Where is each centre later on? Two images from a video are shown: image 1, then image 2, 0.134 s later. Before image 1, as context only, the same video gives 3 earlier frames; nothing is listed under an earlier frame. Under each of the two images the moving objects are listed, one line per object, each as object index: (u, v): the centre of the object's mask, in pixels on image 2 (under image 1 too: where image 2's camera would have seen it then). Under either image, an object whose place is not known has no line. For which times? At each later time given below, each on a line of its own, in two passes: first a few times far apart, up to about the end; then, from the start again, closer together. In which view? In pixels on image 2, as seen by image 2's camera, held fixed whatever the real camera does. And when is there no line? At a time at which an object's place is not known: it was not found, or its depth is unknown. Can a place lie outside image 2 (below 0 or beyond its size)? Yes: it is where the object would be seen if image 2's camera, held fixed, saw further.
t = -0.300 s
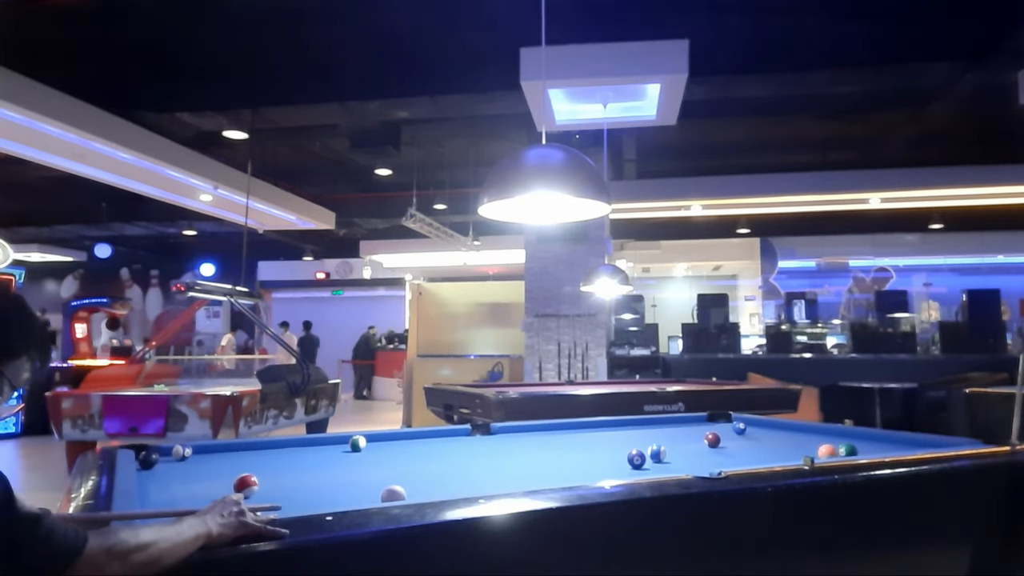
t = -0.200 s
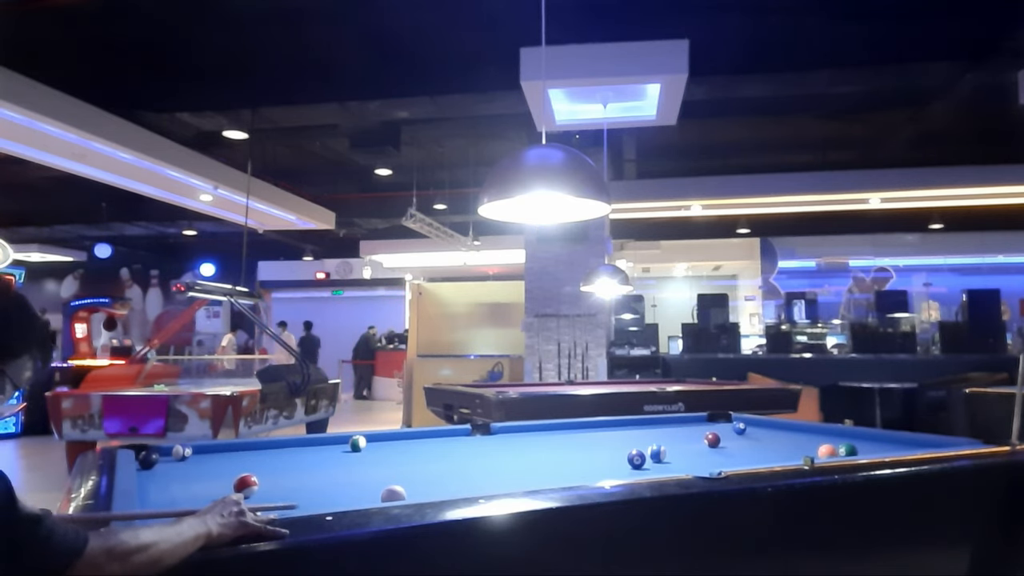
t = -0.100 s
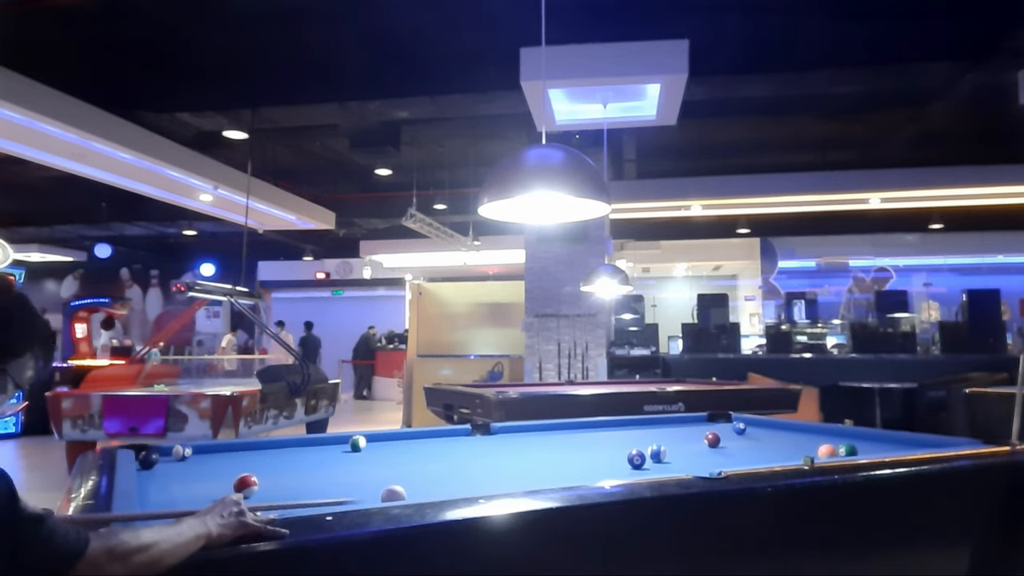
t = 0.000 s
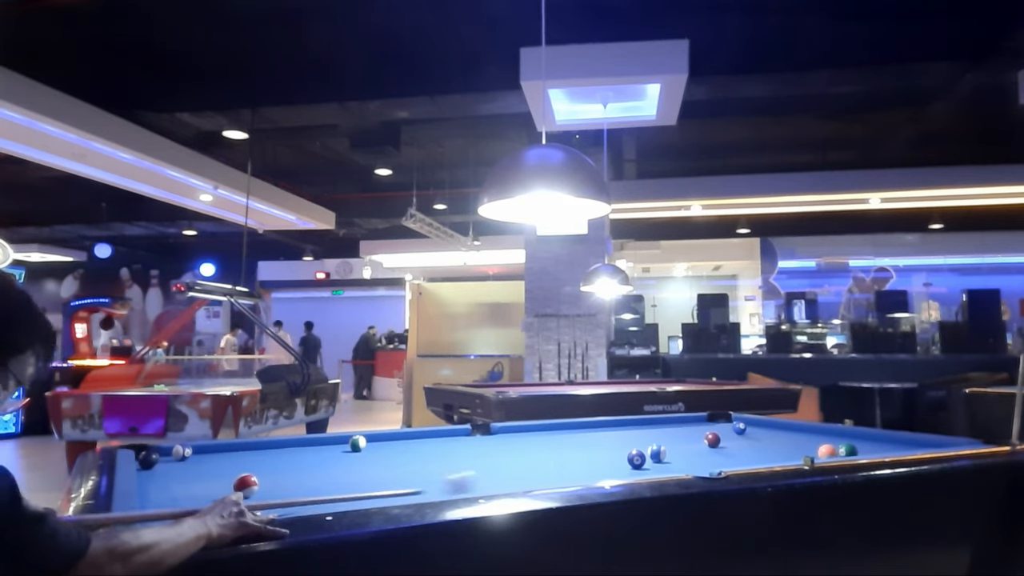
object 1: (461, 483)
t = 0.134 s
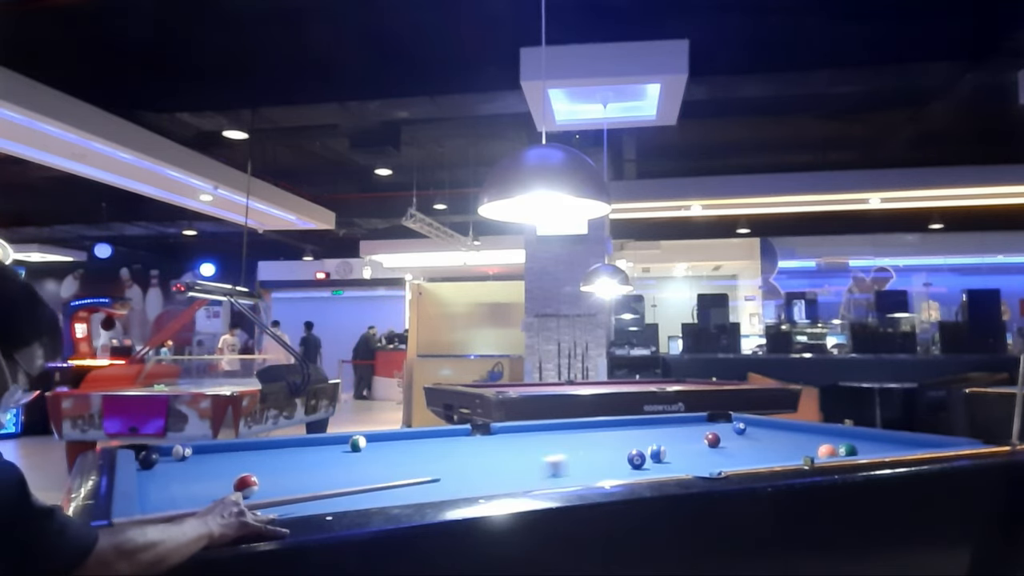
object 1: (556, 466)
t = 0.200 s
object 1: (590, 459)
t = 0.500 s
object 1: (703, 433)
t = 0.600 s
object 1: (733, 430)
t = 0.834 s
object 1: (811, 428)
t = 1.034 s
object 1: (791, 431)
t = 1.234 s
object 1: (770, 435)
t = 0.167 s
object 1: (574, 462)
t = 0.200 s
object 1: (590, 459)
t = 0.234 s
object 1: (606, 456)
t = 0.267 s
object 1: (619, 452)
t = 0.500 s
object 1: (703, 433)
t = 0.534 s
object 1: (716, 430)
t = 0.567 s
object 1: (725, 430)
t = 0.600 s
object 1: (733, 430)
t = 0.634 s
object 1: (744, 428)
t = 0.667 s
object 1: (755, 428)
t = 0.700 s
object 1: (767, 428)
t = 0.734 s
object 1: (779, 428)
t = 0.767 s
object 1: (790, 428)
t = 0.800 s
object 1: (801, 428)
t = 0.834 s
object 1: (811, 428)
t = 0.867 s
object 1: (809, 428)
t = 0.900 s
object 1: (805, 428)
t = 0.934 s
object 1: (802, 429)
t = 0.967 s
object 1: (798, 429)
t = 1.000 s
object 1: (795, 430)
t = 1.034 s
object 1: (791, 431)
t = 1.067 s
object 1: (788, 431)
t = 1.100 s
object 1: (784, 432)
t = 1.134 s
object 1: (781, 433)
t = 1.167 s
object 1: (777, 434)
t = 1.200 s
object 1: (773, 434)
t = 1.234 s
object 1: (770, 435)
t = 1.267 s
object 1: (766, 436)
